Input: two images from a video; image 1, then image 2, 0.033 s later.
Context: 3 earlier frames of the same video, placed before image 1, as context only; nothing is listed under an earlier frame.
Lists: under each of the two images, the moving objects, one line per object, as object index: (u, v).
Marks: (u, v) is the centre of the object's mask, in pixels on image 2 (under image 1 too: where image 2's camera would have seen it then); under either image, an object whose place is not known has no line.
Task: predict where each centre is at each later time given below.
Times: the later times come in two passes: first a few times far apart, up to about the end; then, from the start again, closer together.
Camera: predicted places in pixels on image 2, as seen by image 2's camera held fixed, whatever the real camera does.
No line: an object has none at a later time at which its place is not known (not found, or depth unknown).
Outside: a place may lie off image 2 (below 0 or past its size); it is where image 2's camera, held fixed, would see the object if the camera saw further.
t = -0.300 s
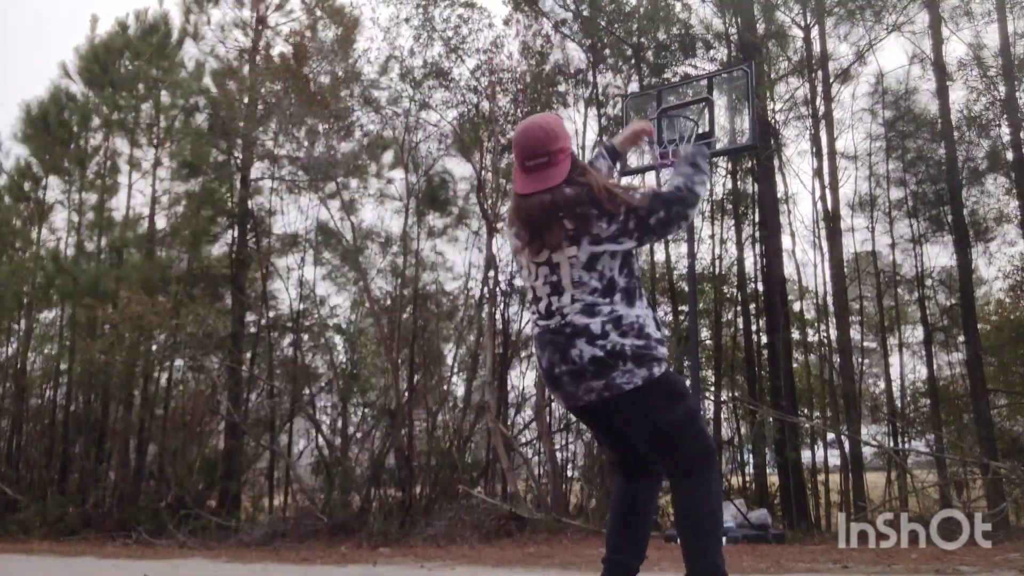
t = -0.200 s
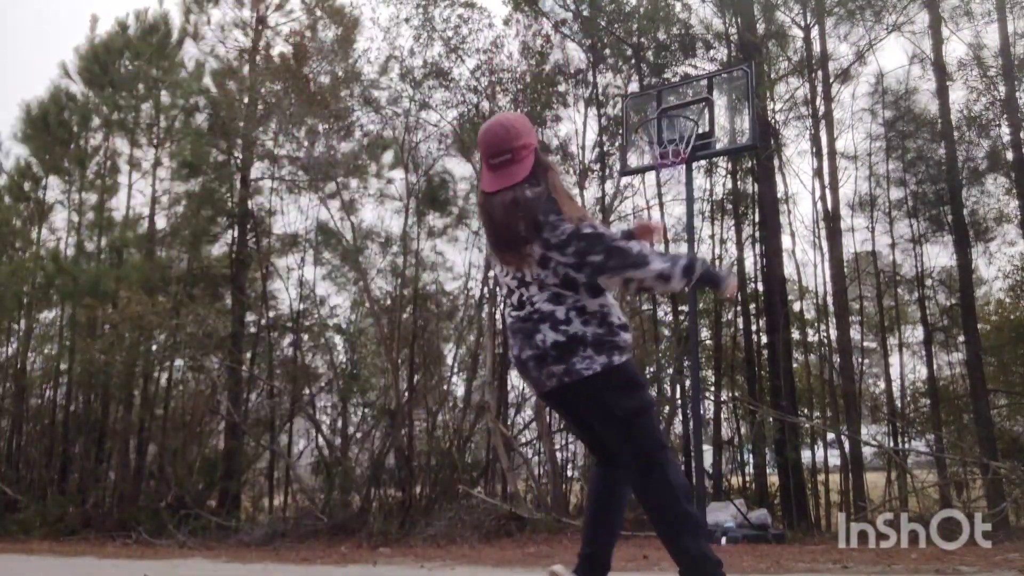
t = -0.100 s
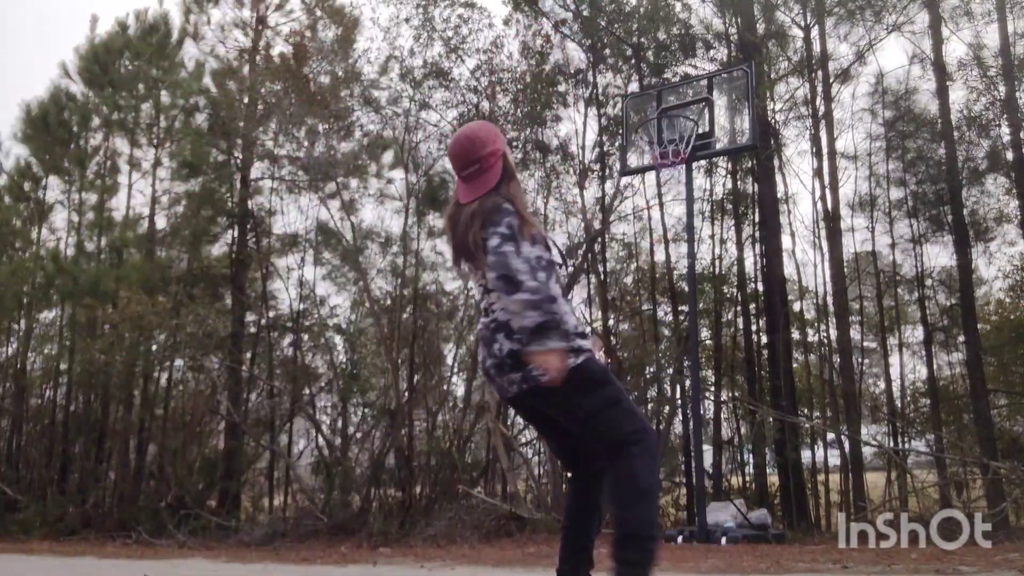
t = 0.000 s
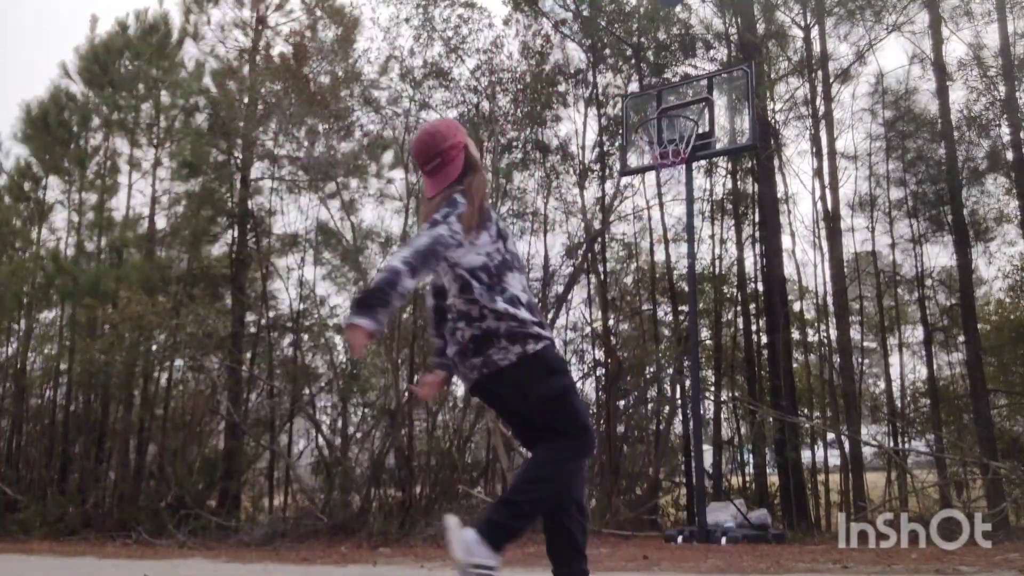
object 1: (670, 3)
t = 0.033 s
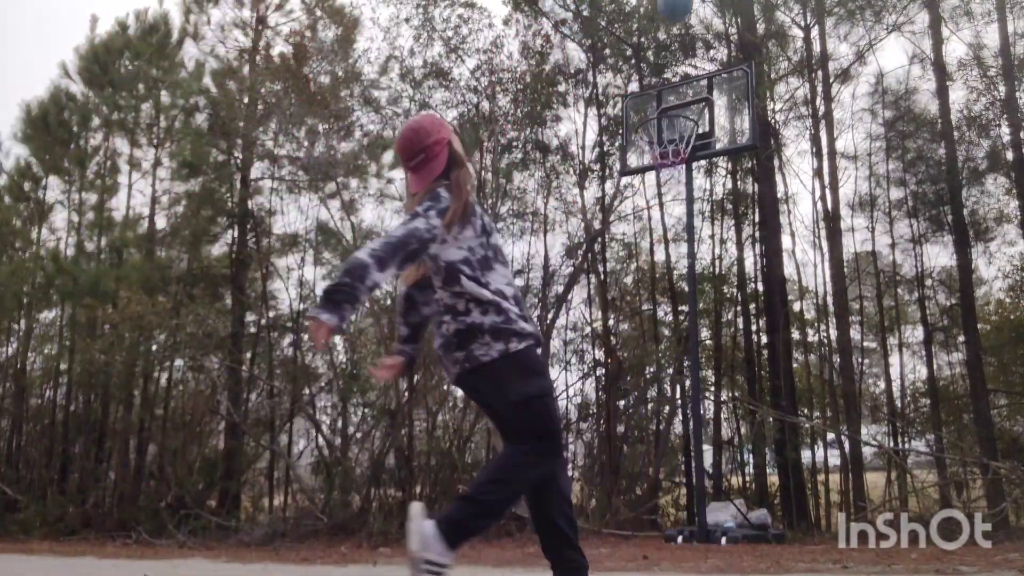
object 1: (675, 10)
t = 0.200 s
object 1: (694, 88)
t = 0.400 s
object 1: (708, 89)
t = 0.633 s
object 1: (712, 79)
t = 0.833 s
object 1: (721, 130)
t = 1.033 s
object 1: (737, 251)
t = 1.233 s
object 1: (762, 475)
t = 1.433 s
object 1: (757, 401)
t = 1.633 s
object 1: (749, 288)
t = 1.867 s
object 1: (748, 243)
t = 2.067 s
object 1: (756, 277)
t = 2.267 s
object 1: (771, 384)
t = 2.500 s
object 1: (790, 495)
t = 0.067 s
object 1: (679, 18)
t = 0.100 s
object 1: (683, 34)
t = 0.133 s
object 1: (687, 50)
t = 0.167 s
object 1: (691, 68)
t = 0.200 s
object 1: (694, 88)
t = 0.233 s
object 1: (699, 106)
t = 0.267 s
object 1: (703, 112)
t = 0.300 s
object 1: (707, 110)
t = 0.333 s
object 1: (708, 103)
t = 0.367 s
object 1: (708, 95)
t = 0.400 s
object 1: (708, 89)
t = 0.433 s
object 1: (708, 85)
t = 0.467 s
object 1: (708, 80)
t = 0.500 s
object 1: (709, 77)
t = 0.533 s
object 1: (709, 77)
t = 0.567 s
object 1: (710, 76)
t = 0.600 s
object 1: (710, 77)
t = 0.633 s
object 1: (712, 79)
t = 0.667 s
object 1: (712, 84)
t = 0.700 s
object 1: (714, 89)
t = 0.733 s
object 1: (716, 96)
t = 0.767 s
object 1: (717, 105)
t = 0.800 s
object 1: (719, 117)
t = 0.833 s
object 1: (721, 130)
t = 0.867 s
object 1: (724, 145)
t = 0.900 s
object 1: (726, 161)
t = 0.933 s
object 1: (728, 181)
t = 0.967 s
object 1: (731, 202)
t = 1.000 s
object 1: (734, 224)
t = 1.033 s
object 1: (737, 251)
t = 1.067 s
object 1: (740, 279)
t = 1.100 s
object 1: (744, 310)
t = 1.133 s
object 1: (748, 346)
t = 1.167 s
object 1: (753, 384)
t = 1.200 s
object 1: (757, 427)
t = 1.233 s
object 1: (762, 475)
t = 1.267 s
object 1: (769, 524)
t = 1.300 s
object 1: (768, 520)
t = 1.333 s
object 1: (765, 487)
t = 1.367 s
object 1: (762, 456)
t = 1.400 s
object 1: (759, 428)
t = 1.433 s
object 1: (757, 401)
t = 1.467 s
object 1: (755, 378)
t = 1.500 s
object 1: (753, 355)
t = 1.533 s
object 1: (752, 336)
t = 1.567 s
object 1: (751, 317)
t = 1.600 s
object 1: (750, 301)
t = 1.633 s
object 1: (749, 288)
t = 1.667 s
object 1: (748, 276)
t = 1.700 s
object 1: (747, 266)
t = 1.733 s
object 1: (748, 258)
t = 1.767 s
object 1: (748, 251)
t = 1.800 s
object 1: (748, 246)
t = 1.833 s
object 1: (748, 244)
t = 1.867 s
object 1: (748, 243)
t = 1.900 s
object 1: (749, 244)
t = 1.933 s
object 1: (750, 247)
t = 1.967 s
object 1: (751, 252)
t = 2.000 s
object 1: (752, 259)
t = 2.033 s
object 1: (753, 267)
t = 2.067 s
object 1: (756, 277)
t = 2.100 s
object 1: (758, 290)
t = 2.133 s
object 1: (760, 304)
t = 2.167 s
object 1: (762, 322)
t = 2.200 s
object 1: (765, 340)
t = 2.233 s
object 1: (768, 362)
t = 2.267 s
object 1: (771, 384)
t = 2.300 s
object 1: (775, 411)
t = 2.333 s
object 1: (779, 439)
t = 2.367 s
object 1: (783, 471)
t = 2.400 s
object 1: (788, 505)
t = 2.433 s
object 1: (793, 539)
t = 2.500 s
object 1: (790, 495)
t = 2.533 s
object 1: (789, 472)
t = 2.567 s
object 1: (788, 453)
